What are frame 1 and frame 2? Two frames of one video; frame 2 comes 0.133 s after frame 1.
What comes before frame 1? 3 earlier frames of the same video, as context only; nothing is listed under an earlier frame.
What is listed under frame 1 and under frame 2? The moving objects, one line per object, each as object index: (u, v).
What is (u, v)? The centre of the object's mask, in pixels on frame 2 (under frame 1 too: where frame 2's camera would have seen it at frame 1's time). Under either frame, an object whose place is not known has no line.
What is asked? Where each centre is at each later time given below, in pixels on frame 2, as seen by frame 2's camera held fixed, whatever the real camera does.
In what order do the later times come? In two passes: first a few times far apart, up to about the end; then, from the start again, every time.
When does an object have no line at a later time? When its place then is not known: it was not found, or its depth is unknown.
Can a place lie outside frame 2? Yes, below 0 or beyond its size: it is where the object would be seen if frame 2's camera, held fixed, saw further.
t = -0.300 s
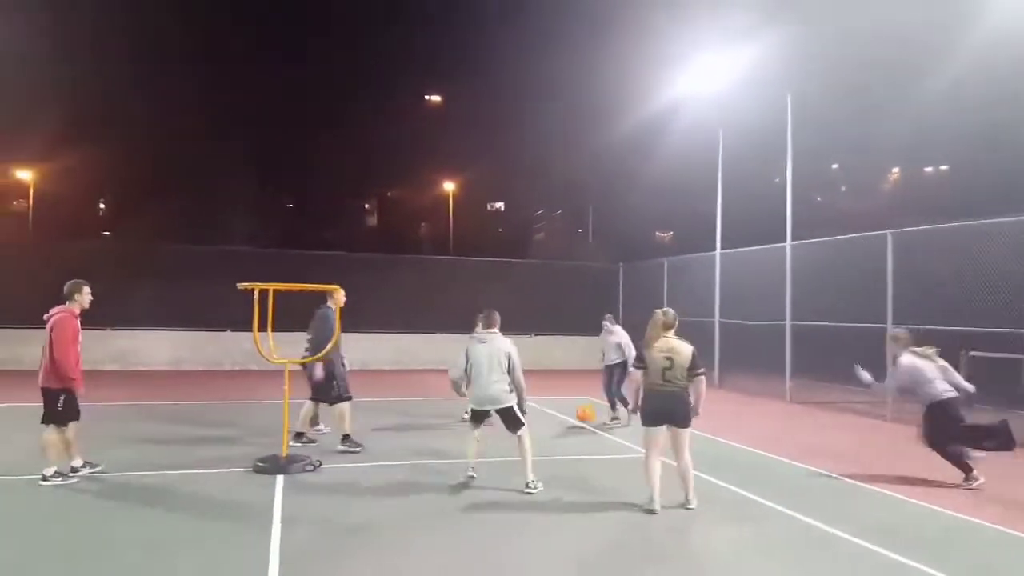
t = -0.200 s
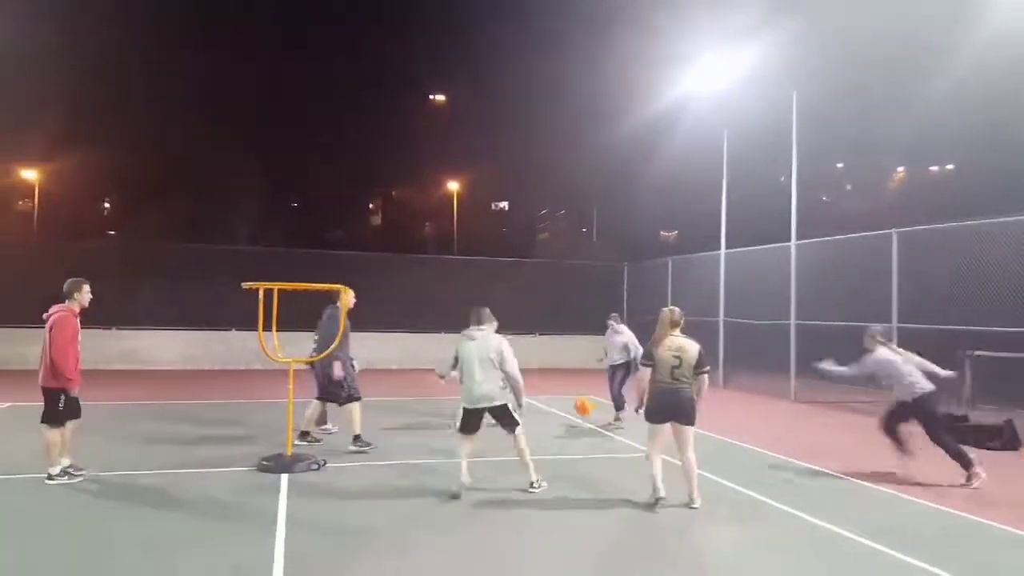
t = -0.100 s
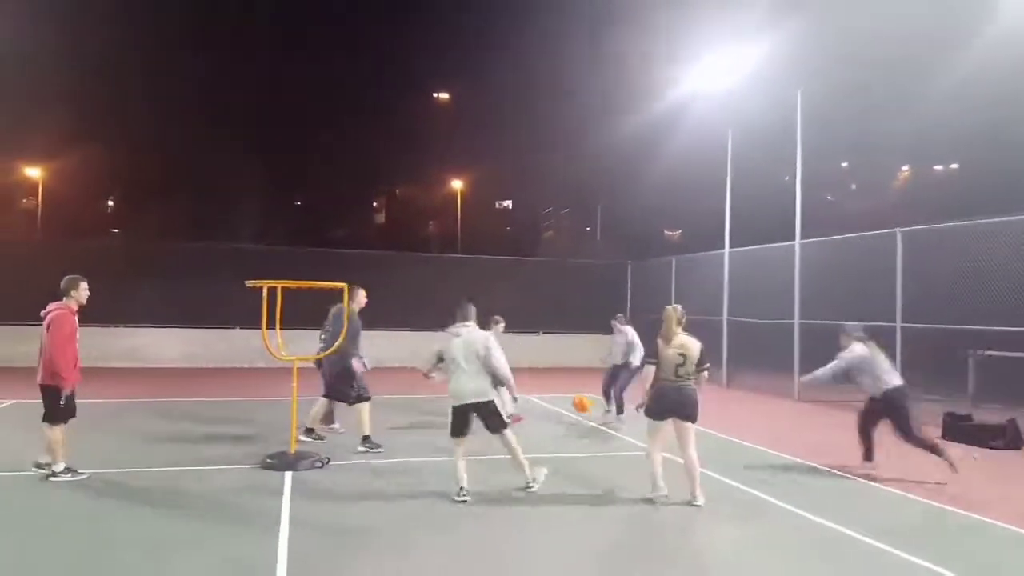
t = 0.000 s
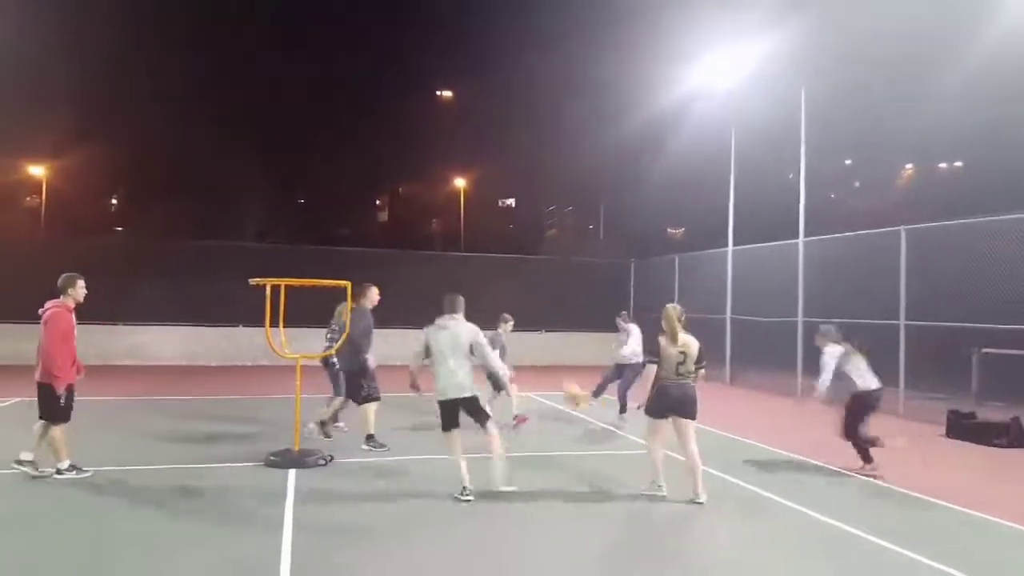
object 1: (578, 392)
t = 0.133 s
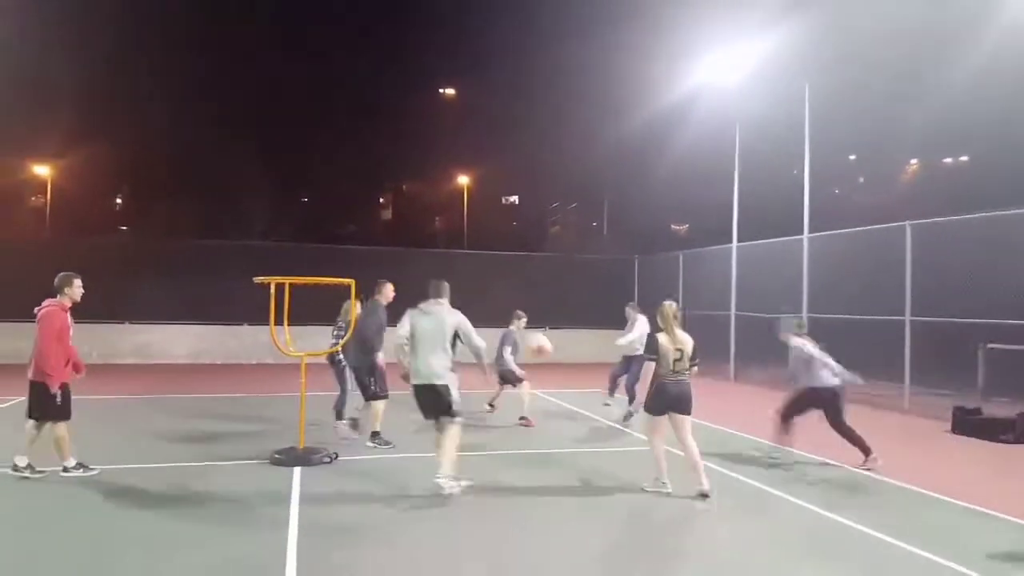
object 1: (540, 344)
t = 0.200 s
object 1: (518, 322)
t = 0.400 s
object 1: (440, 278)
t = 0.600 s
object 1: (334, 258)
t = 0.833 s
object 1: (146, 294)
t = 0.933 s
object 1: (30, 345)
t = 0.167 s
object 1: (531, 333)
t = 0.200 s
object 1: (518, 322)
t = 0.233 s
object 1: (505, 314)
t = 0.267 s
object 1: (493, 305)
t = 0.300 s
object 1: (481, 297)
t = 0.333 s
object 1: (467, 290)
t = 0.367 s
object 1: (454, 284)
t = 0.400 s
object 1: (440, 278)
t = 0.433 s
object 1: (425, 273)
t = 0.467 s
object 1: (409, 268)
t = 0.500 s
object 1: (392, 263)
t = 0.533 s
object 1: (372, 260)
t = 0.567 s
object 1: (355, 259)
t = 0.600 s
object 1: (334, 258)
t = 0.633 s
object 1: (313, 258)
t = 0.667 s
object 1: (289, 259)
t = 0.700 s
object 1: (265, 264)
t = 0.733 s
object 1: (238, 268)
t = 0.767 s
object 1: (209, 274)
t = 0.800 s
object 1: (178, 283)
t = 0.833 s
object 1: (146, 294)
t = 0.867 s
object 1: (111, 308)
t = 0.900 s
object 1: (72, 324)
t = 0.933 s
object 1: (30, 345)
